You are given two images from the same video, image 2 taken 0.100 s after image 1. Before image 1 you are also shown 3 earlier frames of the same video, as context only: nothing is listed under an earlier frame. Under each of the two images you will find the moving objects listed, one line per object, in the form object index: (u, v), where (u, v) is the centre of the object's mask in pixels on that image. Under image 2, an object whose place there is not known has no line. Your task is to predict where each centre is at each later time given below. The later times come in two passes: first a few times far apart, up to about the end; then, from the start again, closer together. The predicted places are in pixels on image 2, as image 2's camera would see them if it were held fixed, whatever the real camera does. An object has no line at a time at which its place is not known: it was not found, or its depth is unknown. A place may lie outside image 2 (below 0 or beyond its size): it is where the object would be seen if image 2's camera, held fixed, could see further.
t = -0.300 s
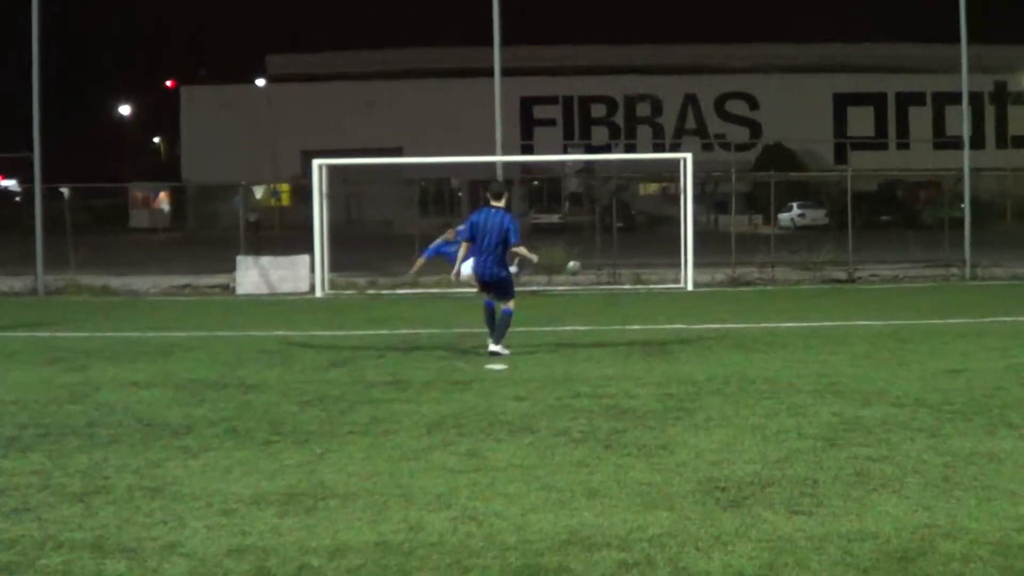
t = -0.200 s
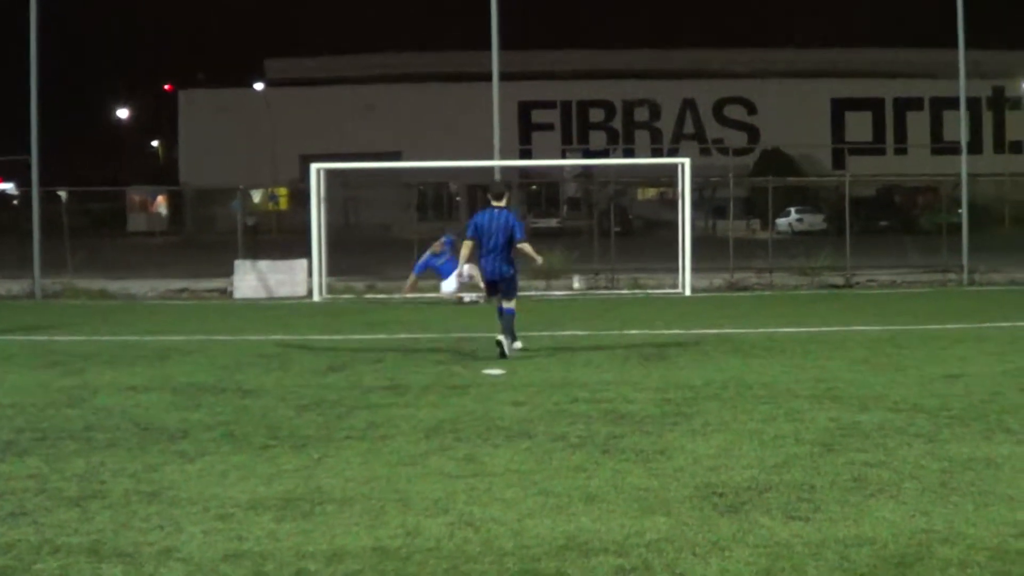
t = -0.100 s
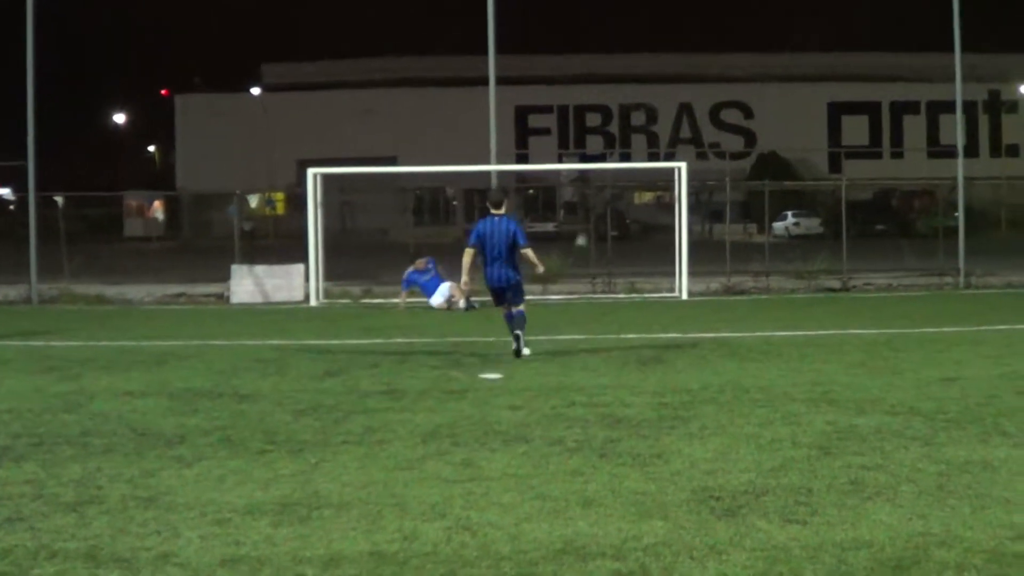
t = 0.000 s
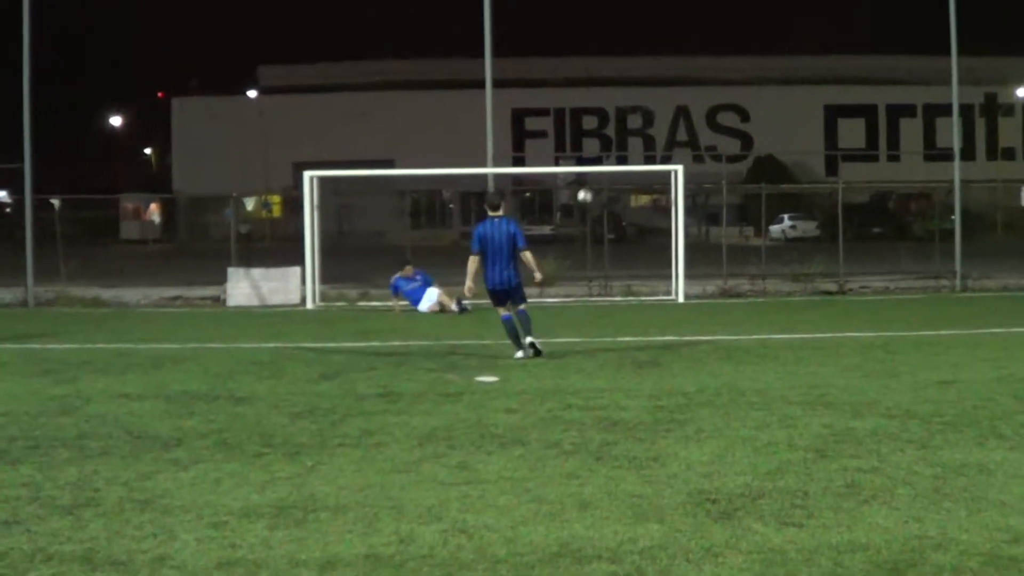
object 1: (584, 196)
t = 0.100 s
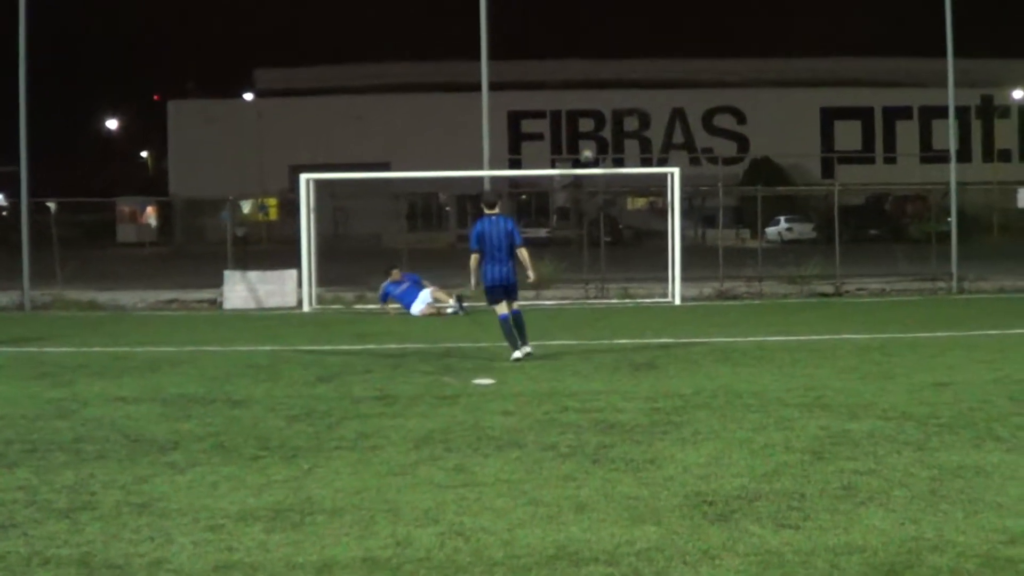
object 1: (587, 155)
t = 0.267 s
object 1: (599, 94)
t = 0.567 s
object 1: (627, 26)
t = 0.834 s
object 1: (656, 15)
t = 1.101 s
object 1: (689, 59)
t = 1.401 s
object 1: (734, 193)
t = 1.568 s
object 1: (760, 311)
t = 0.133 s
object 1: (590, 141)
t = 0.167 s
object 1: (592, 128)
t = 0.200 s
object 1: (595, 117)
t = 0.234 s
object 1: (598, 106)
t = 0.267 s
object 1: (599, 94)
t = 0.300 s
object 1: (603, 84)
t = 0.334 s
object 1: (606, 75)
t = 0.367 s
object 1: (609, 64)
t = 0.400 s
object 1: (612, 56)
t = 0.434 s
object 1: (615, 49)
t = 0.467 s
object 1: (618, 43)
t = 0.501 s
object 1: (621, 36)
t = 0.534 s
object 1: (624, 31)
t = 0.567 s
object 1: (627, 26)
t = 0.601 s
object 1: (631, 21)
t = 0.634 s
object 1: (634, 19)
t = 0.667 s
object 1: (637, 16)
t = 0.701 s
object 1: (641, 14)
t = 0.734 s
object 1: (645, 13)
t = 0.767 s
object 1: (649, 13)
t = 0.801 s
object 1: (652, 13)
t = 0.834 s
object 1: (656, 15)
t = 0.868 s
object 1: (660, 18)
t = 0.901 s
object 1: (664, 20)
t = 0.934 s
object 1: (668, 25)
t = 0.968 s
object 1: (672, 30)
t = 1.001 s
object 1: (677, 36)
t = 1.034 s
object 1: (681, 44)
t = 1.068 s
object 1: (685, 51)
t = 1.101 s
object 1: (689, 59)
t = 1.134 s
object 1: (694, 70)
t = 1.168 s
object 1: (699, 82)
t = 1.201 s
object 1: (704, 93)
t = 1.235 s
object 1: (709, 108)
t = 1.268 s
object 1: (713, 123)
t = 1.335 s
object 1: (723, 155)
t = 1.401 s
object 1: (734, 193)
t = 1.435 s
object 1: (740, 215)
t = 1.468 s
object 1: (745, 236)
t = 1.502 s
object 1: (749, 258)
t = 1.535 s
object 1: (755, 284)
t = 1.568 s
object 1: (760, 311)
